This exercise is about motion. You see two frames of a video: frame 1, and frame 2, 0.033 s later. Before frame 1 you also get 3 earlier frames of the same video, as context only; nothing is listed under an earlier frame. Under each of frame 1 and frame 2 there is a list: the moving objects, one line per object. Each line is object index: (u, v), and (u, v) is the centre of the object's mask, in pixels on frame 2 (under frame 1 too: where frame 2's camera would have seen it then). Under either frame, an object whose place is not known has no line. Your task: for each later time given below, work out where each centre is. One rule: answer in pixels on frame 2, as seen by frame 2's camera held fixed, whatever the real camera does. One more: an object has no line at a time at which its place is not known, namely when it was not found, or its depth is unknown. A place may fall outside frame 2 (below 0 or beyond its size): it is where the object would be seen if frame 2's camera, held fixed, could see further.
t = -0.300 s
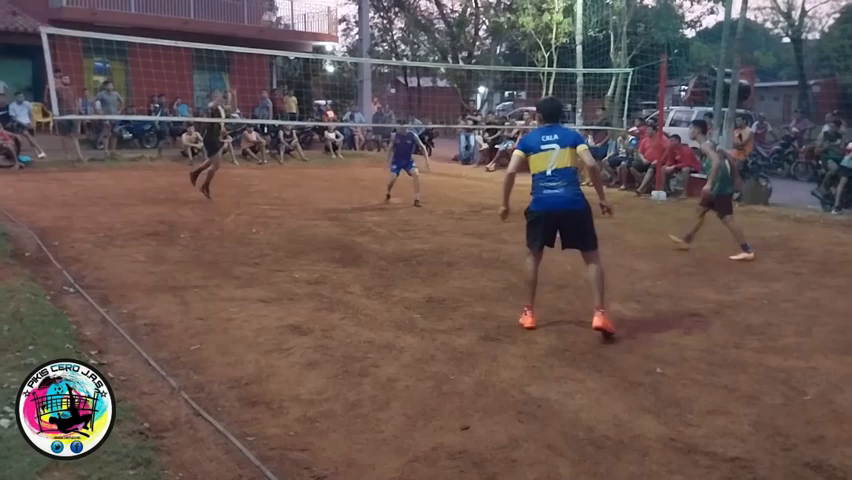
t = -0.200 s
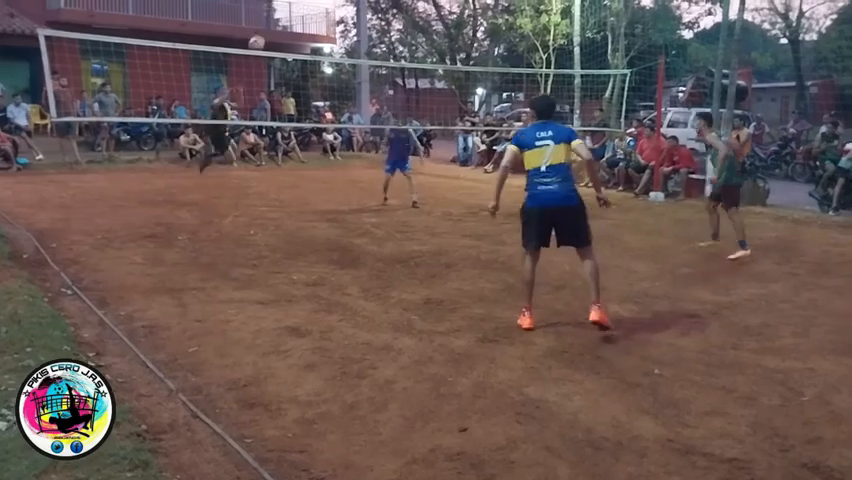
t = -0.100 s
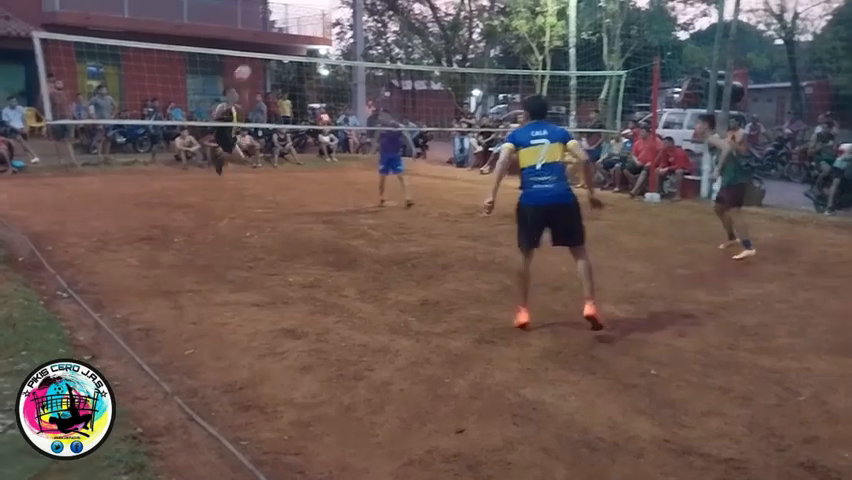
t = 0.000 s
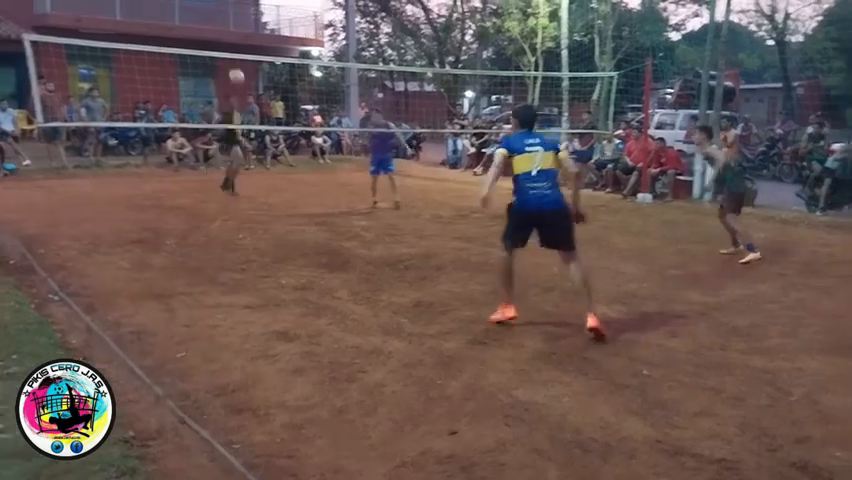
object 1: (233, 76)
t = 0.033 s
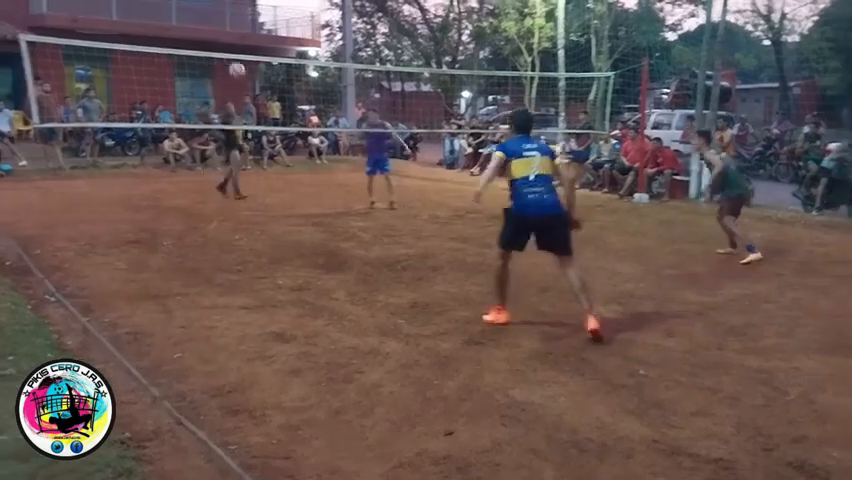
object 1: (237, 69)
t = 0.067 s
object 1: (240, 63)
